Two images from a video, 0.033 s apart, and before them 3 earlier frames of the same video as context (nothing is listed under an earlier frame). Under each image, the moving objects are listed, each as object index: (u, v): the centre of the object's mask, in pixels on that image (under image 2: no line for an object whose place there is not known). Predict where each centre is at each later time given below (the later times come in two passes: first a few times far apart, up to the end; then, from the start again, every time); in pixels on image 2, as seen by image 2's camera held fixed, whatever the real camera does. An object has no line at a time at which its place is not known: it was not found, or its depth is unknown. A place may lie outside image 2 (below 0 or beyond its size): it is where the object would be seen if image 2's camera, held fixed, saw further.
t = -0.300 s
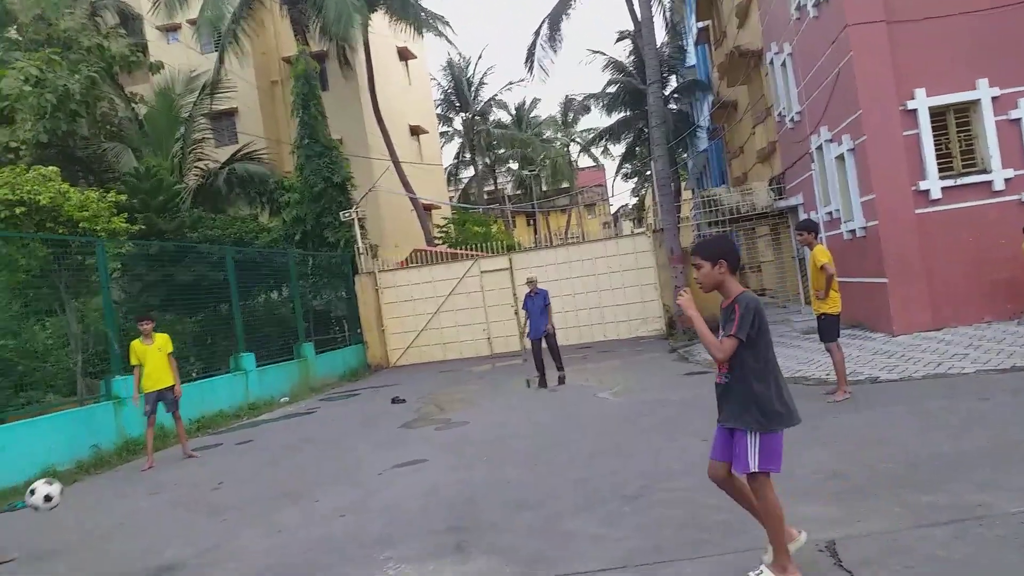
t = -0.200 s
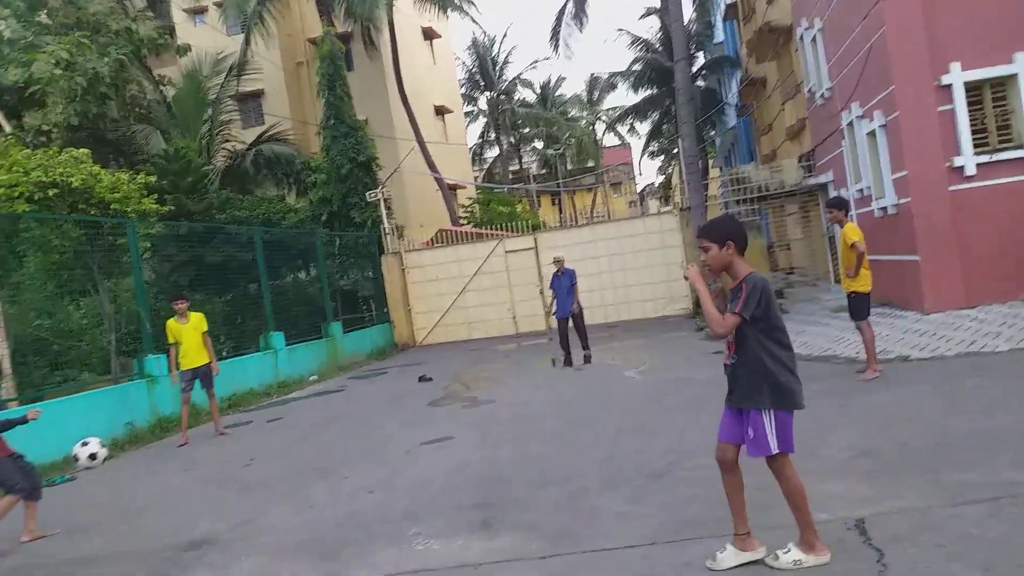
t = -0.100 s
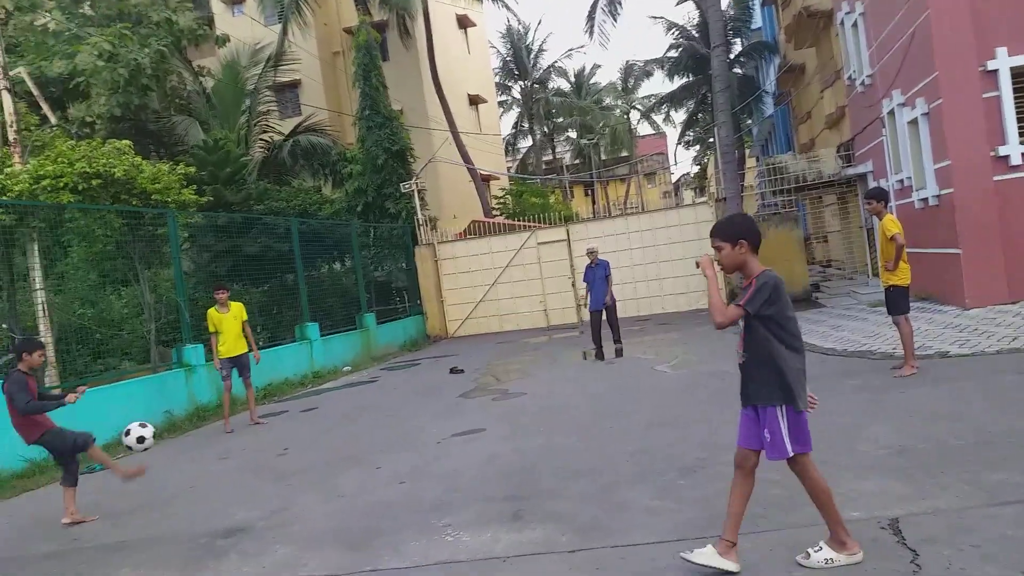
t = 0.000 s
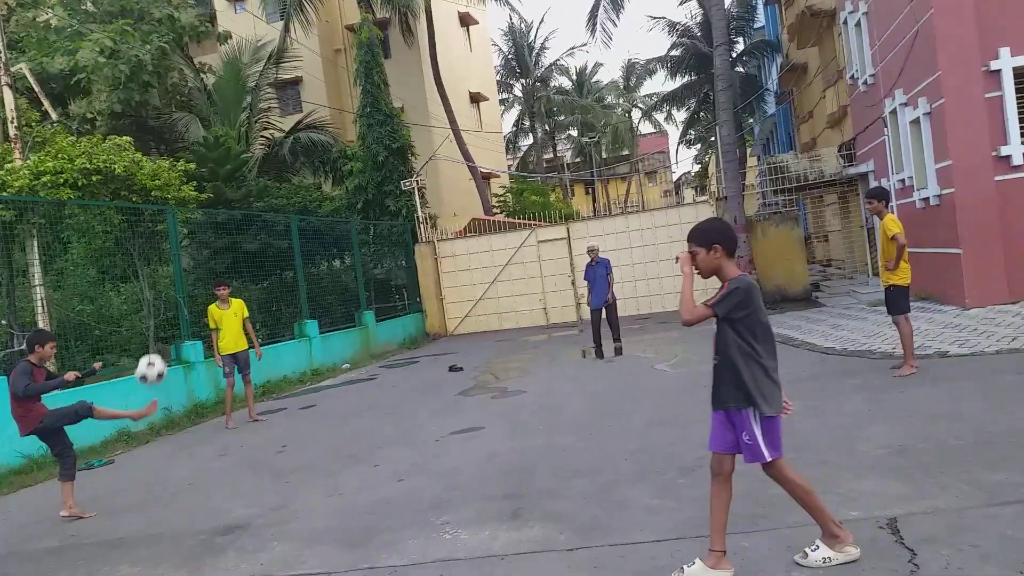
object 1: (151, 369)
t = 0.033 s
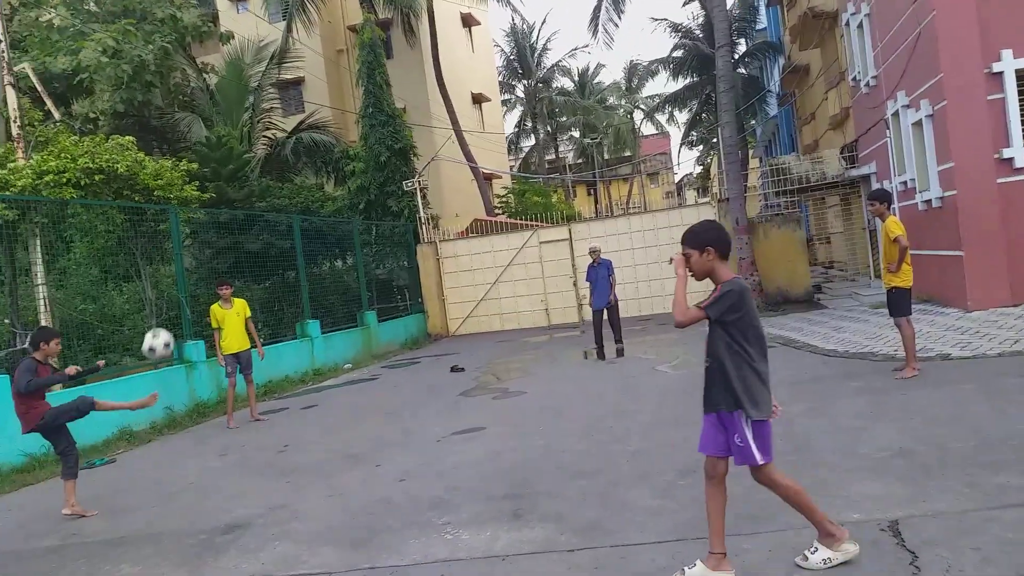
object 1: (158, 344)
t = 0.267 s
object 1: (192, 217)
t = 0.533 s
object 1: (237, 160)
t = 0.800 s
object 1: (285, 184)
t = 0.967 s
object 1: (316, 232)
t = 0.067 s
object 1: (163, 320)
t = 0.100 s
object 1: (167, 300)
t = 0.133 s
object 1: (172, 280)
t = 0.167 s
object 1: (177, 262)
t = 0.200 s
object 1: (182, 245)
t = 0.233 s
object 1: (187, 230)
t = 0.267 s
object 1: (192, 217)
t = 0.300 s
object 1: (198, 204)
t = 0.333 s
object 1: (203, 194)
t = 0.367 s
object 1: (209, 185)
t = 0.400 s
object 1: (214, 178)
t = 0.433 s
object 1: (219, 171)
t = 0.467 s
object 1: (225, 167)
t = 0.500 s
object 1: (231, 163)
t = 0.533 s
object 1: (237, 160)
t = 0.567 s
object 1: (242, 159)
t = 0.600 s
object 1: (249, 159)
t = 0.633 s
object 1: (255, 161)
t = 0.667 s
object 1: (261, 163)
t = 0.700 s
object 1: (267, 166)
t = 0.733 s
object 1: (273, 171)
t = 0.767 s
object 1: (279, 177)
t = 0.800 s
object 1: (285, 184)
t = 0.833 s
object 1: (291, 191)
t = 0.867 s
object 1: (297, 200)
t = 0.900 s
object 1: (303, 209)
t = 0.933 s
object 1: (309, 220)
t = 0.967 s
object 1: (316, 232)
